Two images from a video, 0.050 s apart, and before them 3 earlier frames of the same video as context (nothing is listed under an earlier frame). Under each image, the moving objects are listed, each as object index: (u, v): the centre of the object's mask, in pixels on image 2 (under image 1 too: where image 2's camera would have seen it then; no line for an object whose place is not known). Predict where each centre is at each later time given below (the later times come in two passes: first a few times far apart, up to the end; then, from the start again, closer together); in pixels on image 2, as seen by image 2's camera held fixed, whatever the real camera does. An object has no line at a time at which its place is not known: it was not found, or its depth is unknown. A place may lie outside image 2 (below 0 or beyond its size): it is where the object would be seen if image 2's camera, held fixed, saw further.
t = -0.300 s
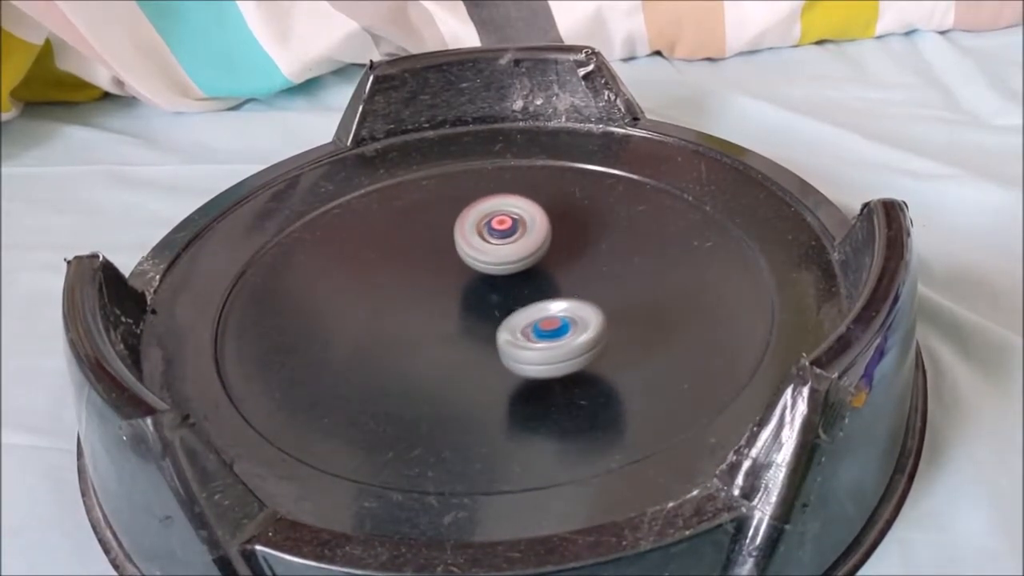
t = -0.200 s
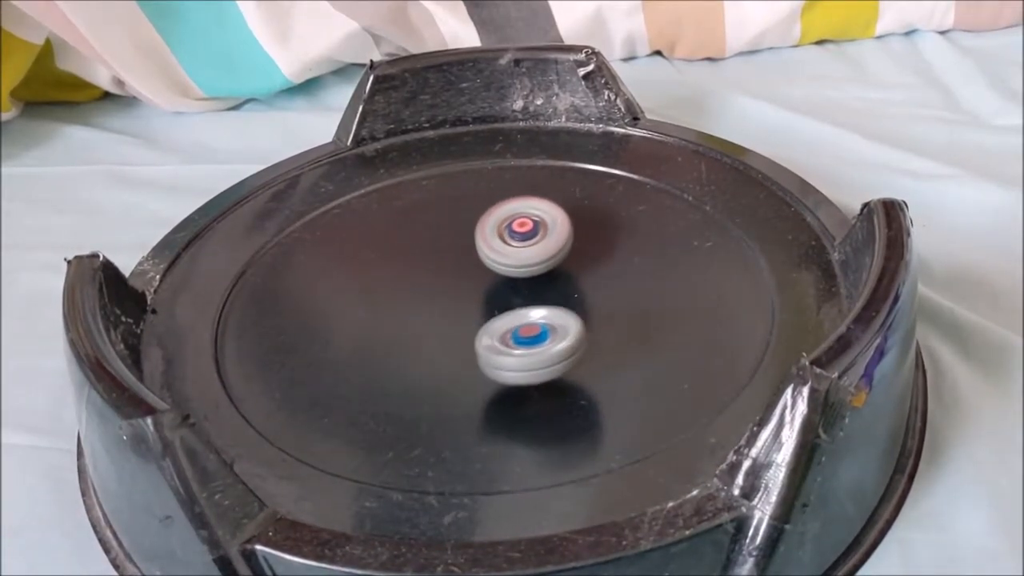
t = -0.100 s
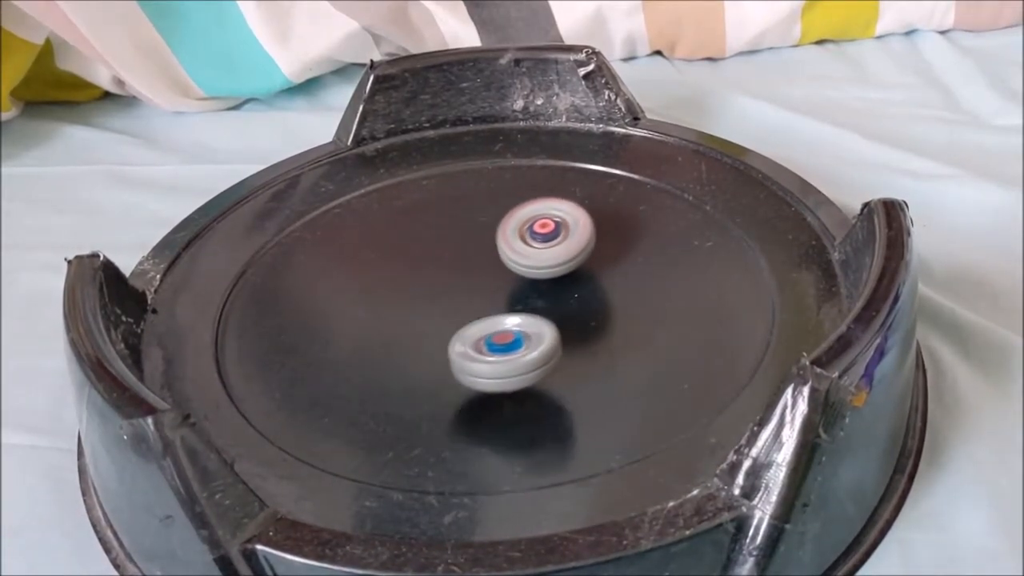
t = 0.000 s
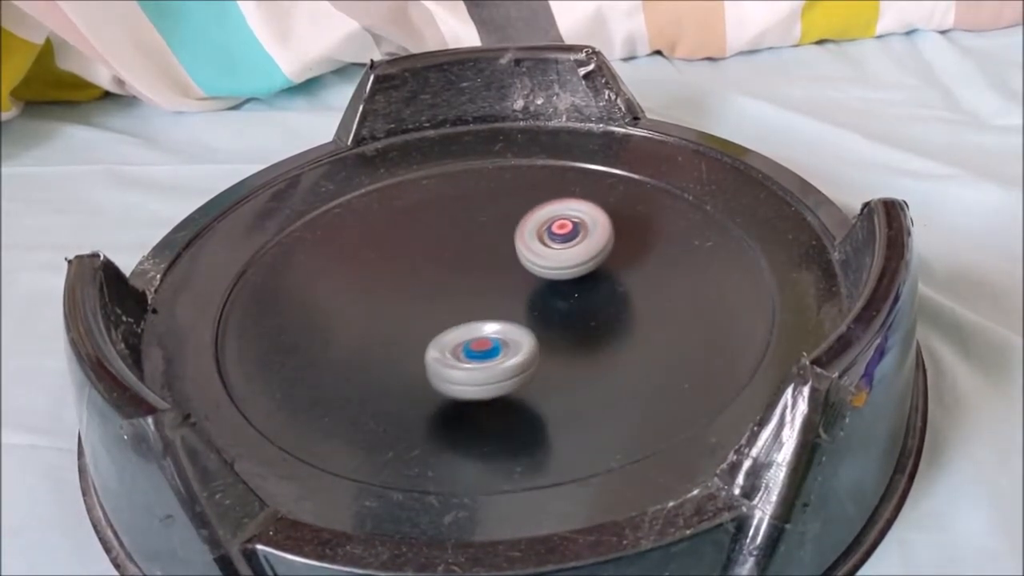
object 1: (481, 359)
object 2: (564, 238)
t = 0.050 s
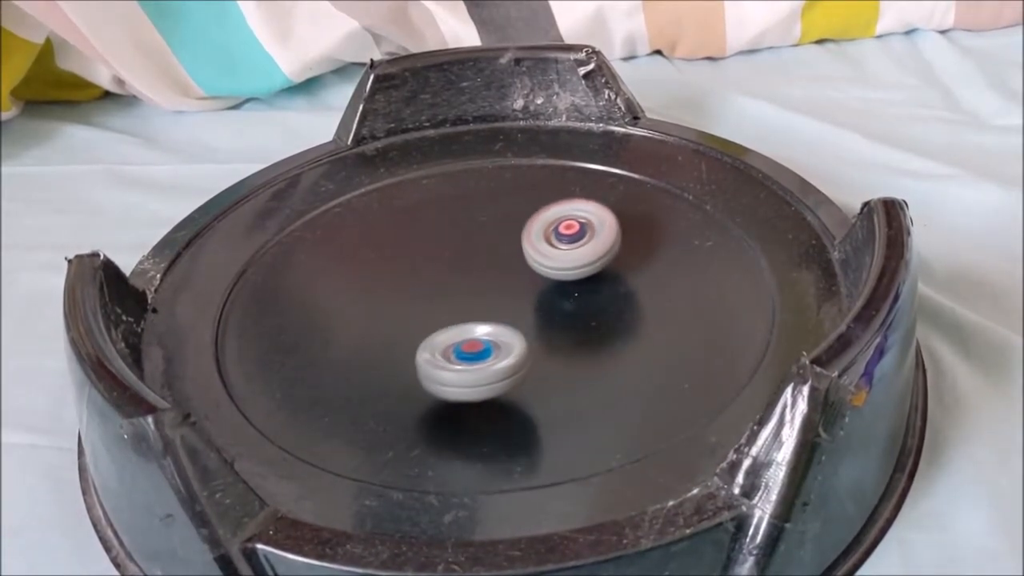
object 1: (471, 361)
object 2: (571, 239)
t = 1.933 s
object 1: (472, 220)
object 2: (423, 323)
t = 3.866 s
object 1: (569, 329)
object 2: (570, 256)
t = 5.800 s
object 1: (400, 247)
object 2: (518, 301)
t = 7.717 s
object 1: (603, 296)
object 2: (476, 298)
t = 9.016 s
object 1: (405, 323)
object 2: (503, 272)
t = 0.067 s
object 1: (469, 362)
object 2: (573, 240)
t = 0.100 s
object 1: (464, 363)
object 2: (577, 241)
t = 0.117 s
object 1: (462, 363)
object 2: (578, 242)
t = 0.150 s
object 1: (458, 363)
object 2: (582, 244)
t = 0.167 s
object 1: (456, 364)
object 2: (583, 245)
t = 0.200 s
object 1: (452, 364)
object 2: (585, 246)
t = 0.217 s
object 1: (451, 363)
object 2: (587, 247)
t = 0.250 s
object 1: (447, 363)
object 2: (588, 249)
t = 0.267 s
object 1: (446, 362)
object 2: (589, 251)
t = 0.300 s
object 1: (444, 361)
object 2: (590, 253)
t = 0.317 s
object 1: (443, 360)
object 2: (591, 254)
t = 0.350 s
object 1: (441, 358)
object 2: (592, 257)
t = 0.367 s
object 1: (439, 356)
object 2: (592, 259)
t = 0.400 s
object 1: (437, 353)
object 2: (593, 262)
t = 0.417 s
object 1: (436, 352)
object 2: (593, 263)
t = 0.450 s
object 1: (434, 348)
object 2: (593, 267)
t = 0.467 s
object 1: (433, 346)
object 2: (593, 269)
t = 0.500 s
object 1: (429, 342)
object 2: (593, 272)
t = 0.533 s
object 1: (425, 338)
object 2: (593, 276)
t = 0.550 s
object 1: (422, 336)
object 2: (593, 277)
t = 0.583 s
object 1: (418, 331)
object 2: (592, 281)
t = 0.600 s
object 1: (416, 329)
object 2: (592, 283)
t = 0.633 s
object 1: (412, 325)
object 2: (590, 286)
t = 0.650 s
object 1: (409, 323)
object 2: (590, 288)
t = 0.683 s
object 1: (405, 318)
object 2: (588, 291)
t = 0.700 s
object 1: (402, 316)
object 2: (587, 293)
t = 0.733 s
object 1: (397, 312)
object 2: (585, 296)
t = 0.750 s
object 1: (395, 310)
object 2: (584, 297)
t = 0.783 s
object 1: (390, 306)
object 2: (583, 301)
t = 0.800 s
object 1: (388, 305)
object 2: (582, 302)
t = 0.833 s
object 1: (384, 301)
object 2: (581, 306)
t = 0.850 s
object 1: (383, 300)
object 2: (580, 308)
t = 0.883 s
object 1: (380, 298)
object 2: (577, 311)
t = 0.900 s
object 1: (379, 296)
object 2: (576, 312)
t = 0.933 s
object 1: (378, 294)
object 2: (574, 315)
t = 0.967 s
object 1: (377, 292)
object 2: (572, 318)
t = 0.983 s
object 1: (377, 291)
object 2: (571, 319)
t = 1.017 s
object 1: (377, 289)
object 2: (568, 321)
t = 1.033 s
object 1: (377, 287)
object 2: (567, 322)
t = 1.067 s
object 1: (378, 285)
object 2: (564, 325)
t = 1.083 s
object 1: (378, 284)
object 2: (562, 326)
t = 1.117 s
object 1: (379, 282)
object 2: (558, 327)
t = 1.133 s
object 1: (380, 281)
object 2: (556, 328)
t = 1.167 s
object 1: (381, 280)
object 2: (552, 330)
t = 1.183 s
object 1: (383, 279)
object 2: (550, 330)
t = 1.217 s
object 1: (386, 277)
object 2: (546, 332)
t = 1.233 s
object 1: (388, 276)
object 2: (543, 332)
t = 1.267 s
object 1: (392, 273)
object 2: (538, 333)
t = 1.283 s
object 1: (395, 272)
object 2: (536, 333)
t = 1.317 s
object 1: (399, 270)
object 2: (530, 334)
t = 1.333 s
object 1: (402, 269)
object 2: (527, 334)
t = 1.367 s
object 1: (406, 266)
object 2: (521, 334)
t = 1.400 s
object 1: (412, 263)
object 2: (514, 334)
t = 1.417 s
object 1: (414, 262)
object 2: (511, 335)
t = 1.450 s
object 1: (419, 259)
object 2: (504, 334)
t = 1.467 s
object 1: (422, 257)
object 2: (501, 334)
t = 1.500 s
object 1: (428, 255)
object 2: (494, 334)
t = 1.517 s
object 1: (431, 253)
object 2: (490, 334)
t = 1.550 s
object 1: (436, 251)
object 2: (484, 334)
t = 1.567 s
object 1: (439, 250)
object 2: (481, 334)
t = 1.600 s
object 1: (445, 247)
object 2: (474, 333)
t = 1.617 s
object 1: (448, 245)
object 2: (470, 333)
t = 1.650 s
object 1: (453, 241)
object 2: (464, 332)
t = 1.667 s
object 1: (455, 239)
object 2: (461, 332)
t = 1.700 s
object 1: (459, 236)
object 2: (455, 331)
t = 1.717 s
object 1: (461, 234)
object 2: (452, 331)
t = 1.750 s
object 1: (464, 231)
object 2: (446, 330)
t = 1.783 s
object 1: (467, 228)
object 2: (441, 329)
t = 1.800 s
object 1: (468, 227)
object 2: (439, 328)
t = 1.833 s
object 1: (469, 224)
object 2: (434, 327)
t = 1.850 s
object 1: (470, 223)
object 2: (432, 327)
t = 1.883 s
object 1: (471, 221)
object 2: (428, 325)
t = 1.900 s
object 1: (471, 221)
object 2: (426, 325)
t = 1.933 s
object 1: (472, 220)
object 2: (423, 323)
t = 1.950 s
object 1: (473, 219)
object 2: (421, 322)
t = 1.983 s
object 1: (474, 219)
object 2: (418, 320)
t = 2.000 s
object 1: (474, 219)
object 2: (418, 319)
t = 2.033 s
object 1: (476, 221)
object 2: (416, 316)
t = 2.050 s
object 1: (477, 222)
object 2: (415, 315)
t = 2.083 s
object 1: (480, 225)
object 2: (414, 313)
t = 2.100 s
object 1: (481, 227)
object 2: (413, 312)
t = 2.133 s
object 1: (485, 230)
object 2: (412, 309)
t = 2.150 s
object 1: (487, 232)
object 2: (412, 308)
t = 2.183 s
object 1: (492, 236)
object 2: (411, 305)
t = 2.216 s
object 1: (497, 239)
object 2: (411, 302)
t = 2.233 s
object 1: (500, 241)
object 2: (411, 301)
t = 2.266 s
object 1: (507, 244)
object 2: (412, 297)
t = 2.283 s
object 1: (511, 245)
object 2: (412, 295)
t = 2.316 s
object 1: (519, 248)
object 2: (414, 292)
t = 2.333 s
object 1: (523, 250)
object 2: (415, 290)
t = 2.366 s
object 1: (532, 252)
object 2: (417, 287)
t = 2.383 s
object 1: (536, 253)
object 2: (418, 285)
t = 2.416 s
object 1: (545, 254)
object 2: (420, 282)
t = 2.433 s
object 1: (549, 255)
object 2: (421, 281)
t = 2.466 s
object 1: (558, 255)
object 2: (423, 278)
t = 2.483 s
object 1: (563, 256)
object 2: (424, 276)
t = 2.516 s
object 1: (571, 256)
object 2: (426, 273)
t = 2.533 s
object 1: (575, 256)
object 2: (426, 272)
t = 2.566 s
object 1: (582, 256)
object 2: (429, 269)
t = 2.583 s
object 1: (586, 256)
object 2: (429, 268)
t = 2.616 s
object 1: (592, 256)
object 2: (432, 265)
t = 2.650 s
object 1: (598, 255)
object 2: (434, 262)
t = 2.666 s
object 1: (601, 255)
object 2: (435, 261)
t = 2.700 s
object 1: (606, 253)
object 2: (437, 258)
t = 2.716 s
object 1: (608, 253)
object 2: (438, 257)
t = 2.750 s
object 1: (611, 252)
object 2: (441, 254)
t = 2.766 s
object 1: (613, 251)
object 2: (443, 253)
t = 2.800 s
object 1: (616, 250)
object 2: (446, 251)
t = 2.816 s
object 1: (617, 249)
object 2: (448, 250)
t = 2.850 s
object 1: (617, 248)
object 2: (451, 248)
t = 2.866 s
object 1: (617, 248)
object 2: (453, 248)
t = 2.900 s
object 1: (613, 247)
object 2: (457, 246)
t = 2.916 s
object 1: (611, 248)
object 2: (459, 246)
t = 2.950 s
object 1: (604, 250)
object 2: (463, 244)
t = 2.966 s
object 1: (600, 251)
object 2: (465, 244)
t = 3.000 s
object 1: (593, 255)
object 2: (469, 243)
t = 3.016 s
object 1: (589, 258)
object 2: (471, 242)
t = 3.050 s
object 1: (583, 263)
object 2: (475, 241)
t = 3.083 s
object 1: (578, 269)
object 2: (478, 240)
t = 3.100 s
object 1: (575, 272)
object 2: (480, 240)
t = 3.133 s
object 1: (571, 278)
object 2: (484, 239)
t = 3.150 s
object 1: (569, 281)
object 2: (486, 239)
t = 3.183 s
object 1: (565, 287)
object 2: (489, 239)
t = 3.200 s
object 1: (563, 290)
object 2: (491, 239)
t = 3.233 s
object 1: (559, 296)
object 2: (495, 238)
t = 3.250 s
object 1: (558, 299)
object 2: (496, 238)
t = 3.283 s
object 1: (556, 305)
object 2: (500, 238)
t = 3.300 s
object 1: (555, 307)
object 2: (502, 238)
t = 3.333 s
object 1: (554, 313)
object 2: (506, 238)
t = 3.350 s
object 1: (553, 316)
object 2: (508, 239)
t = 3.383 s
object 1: (553, 321)
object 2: (512, 240)
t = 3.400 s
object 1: (554, 324)
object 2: (514, 240)
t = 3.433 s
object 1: (555, 329)
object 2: (519, 241)
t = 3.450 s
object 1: (556, 331)
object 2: (521, 242)
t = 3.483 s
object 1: (558, 336)
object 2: (525, 244)
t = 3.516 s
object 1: (561, 340)
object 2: (530, 245)
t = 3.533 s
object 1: (563, 342)
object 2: (532, 246)
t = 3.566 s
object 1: (567, 344)
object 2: (537, 248)
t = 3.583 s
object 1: (569, 345)
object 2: (539, 249)
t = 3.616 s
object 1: (573, 346)
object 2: (544, 250)
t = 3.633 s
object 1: (576, 346)
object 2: (546, 251)
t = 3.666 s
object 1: (580, 345)
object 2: (550, 252)
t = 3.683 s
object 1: (582, 344)
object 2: (552, 253)
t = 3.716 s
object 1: (585, 342)
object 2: (556, 255)
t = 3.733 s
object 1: (585, 340)
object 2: (558, 255)
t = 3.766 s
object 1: (585, 337)
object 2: (561, 257)
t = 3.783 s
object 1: (584, 335)
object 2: (563, 257)
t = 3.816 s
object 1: (580, 331)
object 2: (566, 258)
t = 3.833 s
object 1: (577, 329)
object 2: (567, 258)
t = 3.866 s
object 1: (569, 329)
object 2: (570, 256)
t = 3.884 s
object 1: (564, 333)
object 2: (571, 252)
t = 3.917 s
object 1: (554, 339)
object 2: (573, 244)
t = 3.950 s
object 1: (546, 341)
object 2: (571, 239)
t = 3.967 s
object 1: (543, 342)
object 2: (568, 238)
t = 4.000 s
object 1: (535, 343)
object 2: (563, 237)
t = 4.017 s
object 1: (531, 344)
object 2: (560, 238)
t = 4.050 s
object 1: (523, 345)
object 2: (552, 240)
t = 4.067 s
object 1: (519, 346)
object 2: (548, 242)
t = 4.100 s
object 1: (511, 347)
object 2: (540, 246)
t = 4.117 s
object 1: (508, 347)
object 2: (537, 248)
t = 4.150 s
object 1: (500, 348)
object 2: (531, 253)
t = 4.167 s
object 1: (497, 348)
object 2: (528, 256)
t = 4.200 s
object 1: (489, 348)
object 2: (524, 262)
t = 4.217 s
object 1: (486, 349)
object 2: (522, 265)
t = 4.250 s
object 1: (478, 349)
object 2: (520, 271)
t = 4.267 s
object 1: (474, 349)
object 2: (520, 273)
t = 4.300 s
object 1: (466, 349)
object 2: (520, 279)
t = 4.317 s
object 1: (462, 349)
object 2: (520, 281)
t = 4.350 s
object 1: (454, 350)
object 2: (523, 285)
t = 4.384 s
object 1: (448, 350)
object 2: (526, 289)
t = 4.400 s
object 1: (446, 350)
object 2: (527, 291)
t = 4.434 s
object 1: (442, 350)
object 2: (531, 294)
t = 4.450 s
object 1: (440, 349)
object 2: (533, 295)
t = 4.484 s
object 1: (436, 349)
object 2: (537, 298)
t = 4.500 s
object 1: (435, 348)
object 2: (539, 299)
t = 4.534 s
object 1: (433, 346)
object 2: (543, 300)
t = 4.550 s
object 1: (431, 345)
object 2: (545, 301)
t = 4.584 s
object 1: (429, 343)
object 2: (548, 302)
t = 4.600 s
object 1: (427, 341)
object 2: (549, 303)
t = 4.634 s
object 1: (424, 339)
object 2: (551, 304)
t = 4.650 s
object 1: (423, 337)
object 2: (551, 304)
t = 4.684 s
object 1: (419, 334)
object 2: (552, 305)
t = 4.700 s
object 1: (418, 332)
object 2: (551, 305)
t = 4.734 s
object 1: (414, 329)
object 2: (550, 305)
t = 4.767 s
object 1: (411, 326)
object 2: (548, 305)
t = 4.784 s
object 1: (410, 325)
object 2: (546, 305)
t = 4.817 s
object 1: (408, 321)
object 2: (543, 304)
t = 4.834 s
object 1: (406, 320)
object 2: (542, 304)
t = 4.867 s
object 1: (405, 317)
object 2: (538, 304)
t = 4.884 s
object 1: (404, 315)
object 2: (536, 304)
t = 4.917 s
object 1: (402, 312)
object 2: (532, 304)
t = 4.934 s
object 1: (402, 310)
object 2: (530, 303)
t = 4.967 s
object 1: (401, 307)
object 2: (526, 303)
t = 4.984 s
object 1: (401, 306)
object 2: (523, 304)
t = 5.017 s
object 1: (401, 302)
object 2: (519, 304)
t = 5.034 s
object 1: (402, 301)
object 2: (517, 304)
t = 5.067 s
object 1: (403, 298)
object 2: (513, 305)
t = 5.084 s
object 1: (403, 296)
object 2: (510, 305)
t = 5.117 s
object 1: (405, 292)
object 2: (506, 306)
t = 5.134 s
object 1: (404, 290)
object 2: (504, 307)
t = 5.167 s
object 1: (394, 282)
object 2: (514, 310)
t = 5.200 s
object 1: (389, 277)
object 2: (520, 313)
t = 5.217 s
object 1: (386, 275)
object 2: (522, 314)
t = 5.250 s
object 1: (380, 271)
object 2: (523, 314)
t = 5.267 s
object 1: (378, 269)
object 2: (523, 313)
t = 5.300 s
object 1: (373, 267)
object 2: (522, 312)
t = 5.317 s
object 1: (371, 266)
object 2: (521, 311)
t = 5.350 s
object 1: (368, 264)
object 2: (519, 309)
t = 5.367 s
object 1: (367, 263)
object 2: (518, 307)
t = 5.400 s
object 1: (365, 263)
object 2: (516, 305)
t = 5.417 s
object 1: (365, 263)
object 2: (514, 304)
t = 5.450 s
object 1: (365, 263)
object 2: (511, 302)
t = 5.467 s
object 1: (365, 264)
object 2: (510, 301)
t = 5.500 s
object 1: (367, 265)
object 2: (506, 299)
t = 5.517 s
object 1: (370, 265)
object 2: (504, 298)
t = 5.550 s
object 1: (375, 266)
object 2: (500, 297)
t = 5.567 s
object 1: (378, 267)
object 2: (498, 296)
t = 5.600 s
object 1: (384, 267)
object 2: (494, 295)
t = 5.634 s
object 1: (392, 267)
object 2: (489, 295)
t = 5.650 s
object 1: (396, 267)
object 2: (487, 295)
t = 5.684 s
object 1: (395, 261)
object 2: (494, 298)
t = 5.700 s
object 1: (394, 258)
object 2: (501, 300)
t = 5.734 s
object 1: (395, 253)
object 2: (510, 303)
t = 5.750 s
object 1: (396, 251)
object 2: (512, 303)
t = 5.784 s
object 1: (399, 248)
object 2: (516, 302)
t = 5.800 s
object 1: (400, 247)
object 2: (518, 301)
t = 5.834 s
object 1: (404, 245)
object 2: (519, 298)
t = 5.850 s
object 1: (406, 243)
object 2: (519, 297)
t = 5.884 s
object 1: (410, 241)
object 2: (519, 294)
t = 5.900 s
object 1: (412, 240)
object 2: (518, 292)
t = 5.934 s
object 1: (418, 239)
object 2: (517, 289)
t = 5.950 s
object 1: (421, 238)
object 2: (516, 287)
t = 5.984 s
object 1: (427, 236)
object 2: (515, 285)
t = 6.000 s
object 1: (429, 235)
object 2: (514, 283)
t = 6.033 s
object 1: (435, 233)
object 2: (511, 281)
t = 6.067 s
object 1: (441, 230)
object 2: (508, 280)
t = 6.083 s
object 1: (443, 229)
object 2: (507, 279)
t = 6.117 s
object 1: (448, 226)
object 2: (504, 278)
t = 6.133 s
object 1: (450, 225)
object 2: (502, 278)
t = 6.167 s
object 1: (454, 220)
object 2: (504, 284)
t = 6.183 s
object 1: (455, 218)
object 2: (506, 286)
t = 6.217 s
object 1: (457, 215)
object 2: (508, 290)
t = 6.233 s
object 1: (458, 214)
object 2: (508, 291)
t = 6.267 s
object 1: (460, 212)
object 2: (510, 294)
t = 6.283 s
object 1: (461, 211)
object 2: (510, 294)
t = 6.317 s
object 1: (463, 211)
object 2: (512, 294)
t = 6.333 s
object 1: (464, 211)
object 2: (513, 294)
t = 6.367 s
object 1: (467, 211)
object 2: (515, 294)
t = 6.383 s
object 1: (468, 212)
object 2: (517, 294)
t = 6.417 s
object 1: (471, 213)
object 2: (518, 293)
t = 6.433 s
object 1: (473, 214)
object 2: (519, 293)
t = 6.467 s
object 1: (477, 217)
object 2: (519, 292)
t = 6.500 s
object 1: (481, 219)
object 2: (519, 291)
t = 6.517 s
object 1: (483, 221)
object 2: (519, 290)
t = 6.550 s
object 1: (487, 222)
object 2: (518, 290)
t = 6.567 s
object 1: (490, 224)
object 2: (518, 289)
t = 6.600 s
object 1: (496, 225)
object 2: (517, 288)
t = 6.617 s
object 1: (499, 225)
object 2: (517, 289)
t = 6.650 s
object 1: (506, 224)
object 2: (517, 296)
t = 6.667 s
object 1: (510, 224)
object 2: (517, 298)
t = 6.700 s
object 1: (516, 224)
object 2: (518, 300)
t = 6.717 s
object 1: (519, 224)
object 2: (518, 301)
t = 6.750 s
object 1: (524, 225)
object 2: (519, 302)
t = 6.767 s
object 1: (527, 225)
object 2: (520, 303)
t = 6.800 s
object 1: (533, 226)
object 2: (522, 303)
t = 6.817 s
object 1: (535, 226)
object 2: (523, 303)
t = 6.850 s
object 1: (541, 227)
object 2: (524, 303)
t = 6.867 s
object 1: (543, 227)
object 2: (525, 303)
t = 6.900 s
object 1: (549, 229)
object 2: (526, 302)
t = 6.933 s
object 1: (554, 230)
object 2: (528, 302)
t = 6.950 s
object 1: (557, 230)
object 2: (528, 301)
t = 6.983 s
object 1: (563, 232)
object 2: (528, 301)
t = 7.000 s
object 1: (565, 233)
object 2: (528, 301)
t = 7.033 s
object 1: (570, 234)
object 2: (528, 300)
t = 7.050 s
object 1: (572, 235)
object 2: (528, 300)
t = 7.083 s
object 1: (577, 238)
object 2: (527, 300)
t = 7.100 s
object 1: (579, 239)
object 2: (526, 300)
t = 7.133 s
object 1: (583, 242)
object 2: (523, 301)
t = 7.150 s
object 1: (586, 244)
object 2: (522, 302)
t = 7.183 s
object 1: (590, 246)
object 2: (519, 302)
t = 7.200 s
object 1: (592, 248)
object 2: (517, 303)
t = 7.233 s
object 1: (595, 251)
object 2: (514, 302)
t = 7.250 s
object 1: (597, 252)
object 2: (513, 302)
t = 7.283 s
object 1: (600, 255)
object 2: (509, 302)
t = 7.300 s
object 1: (601, 257)
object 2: (508, 302)
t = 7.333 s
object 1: (603, 260)
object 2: (505, 301)
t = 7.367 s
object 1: (605, 263)
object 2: (502, 301)
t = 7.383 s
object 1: (606, 264)
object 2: (500, 301)
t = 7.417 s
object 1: (608, 267)
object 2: (497, 300)
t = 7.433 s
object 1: (609, 269)
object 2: (496, 300)
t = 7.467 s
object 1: (610, 272)
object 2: (492, 300)
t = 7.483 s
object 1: (611, 273)
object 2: (491, 299)
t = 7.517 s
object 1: (611, 277)
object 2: (488, 299)
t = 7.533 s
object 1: (611, 278)
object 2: (487, 299)
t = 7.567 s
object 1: (611, 281)
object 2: (484, 299)
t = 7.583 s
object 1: (610, 283)
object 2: (483, 299)
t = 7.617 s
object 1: (609, 286)
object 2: (481, 298)
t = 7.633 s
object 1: (608, 288)
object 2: (480, 298)
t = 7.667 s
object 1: (607, 291)
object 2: (478, 298)
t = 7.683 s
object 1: (606, 293)
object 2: (478, 298)
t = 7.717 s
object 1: (603, 296)
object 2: (476, 298)
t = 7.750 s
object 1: (600, 300)
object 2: (475, 298)
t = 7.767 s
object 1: (599, 301)
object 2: (475, 297)
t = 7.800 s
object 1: (596, 305)
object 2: (474, 297)
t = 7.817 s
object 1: (594, 307)
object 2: (473, 297)
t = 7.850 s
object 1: (591, 310)
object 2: (473, 297)
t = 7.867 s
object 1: (589, 312)
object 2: (473, 297)
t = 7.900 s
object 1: (585, 315)
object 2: (473, 296)
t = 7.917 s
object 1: (583, 317)
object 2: (473, 295)
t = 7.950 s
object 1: (579, 321)
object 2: (474, 294)
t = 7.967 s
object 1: (577, 323)
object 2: (473, 294)
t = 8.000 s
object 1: (572, 326)
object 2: (473, 293)
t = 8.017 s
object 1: (570, 328)
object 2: (474, 292)
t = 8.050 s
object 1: (566, 331)
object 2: (473, 291)
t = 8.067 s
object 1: (563, 333)
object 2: (473, 290)
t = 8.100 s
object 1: (559, 336)
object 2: (474, 289)
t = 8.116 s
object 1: (556, 337)
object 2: (473, 288)
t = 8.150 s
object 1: (551, 340)
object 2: (473, 286)
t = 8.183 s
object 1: (547, 342)
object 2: (474, 285)
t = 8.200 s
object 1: (544, 343)
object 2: (474, 284)
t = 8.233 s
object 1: (539, 345)
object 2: (474, 283)
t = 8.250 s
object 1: (536, 346)
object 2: (474, 282)
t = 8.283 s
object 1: (531, 346)
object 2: (475, 281)
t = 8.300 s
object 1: (528, 347)
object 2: (475, 280)
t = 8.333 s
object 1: (522, 348)
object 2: (476, 279)
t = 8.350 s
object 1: (520, 348)
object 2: (476, 278)
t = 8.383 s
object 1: (513, 348)
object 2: (477, 277)
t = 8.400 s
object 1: (510, 348)
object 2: (478, 277)
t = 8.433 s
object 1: (504, 348)
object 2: (478, 276)
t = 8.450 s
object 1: (500, 348)
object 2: (479, 275)
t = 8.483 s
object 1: (494, 348)
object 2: (480, 274)
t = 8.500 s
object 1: (491, 347)
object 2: (481, 274)
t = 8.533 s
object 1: (485, 347)
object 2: (482, 273)
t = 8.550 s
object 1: (482, 347)
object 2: (482, 273)
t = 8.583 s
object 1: (475, 345)
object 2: (484, 272)
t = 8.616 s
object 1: (468, 344)
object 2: (485, 272)
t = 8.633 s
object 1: (464, 344)
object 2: (485, 271)
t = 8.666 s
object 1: (458, 342)
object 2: (487, 271)
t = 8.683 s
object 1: (454, 342)
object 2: (487, 271)
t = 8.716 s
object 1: (448, 341)
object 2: (488, 271)
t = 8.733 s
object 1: (445, 340)
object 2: (489, 271)
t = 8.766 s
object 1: (438, 338)
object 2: (490, 271)
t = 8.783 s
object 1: (436, 337)
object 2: (491, 271)
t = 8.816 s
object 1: (430, 335)
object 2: (492, 271)
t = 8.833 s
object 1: (427, 334)
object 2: (493, 271)
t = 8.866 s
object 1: (422, 333)
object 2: (494, 271)
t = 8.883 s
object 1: (419, 332)
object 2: (495, 272)
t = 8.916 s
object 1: (414, 330)
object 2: (497, 272)
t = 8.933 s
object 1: (412, 329)
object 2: (498, 272)
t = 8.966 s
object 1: (409, 327)
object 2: (500, 272)
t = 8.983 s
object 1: (407, 326)
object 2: (501, 272)
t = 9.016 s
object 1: (405, 323)
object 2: (503, 272)
